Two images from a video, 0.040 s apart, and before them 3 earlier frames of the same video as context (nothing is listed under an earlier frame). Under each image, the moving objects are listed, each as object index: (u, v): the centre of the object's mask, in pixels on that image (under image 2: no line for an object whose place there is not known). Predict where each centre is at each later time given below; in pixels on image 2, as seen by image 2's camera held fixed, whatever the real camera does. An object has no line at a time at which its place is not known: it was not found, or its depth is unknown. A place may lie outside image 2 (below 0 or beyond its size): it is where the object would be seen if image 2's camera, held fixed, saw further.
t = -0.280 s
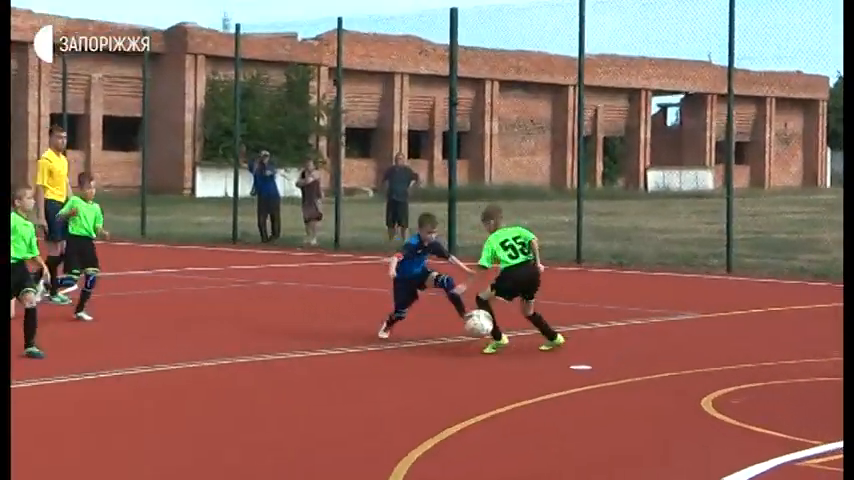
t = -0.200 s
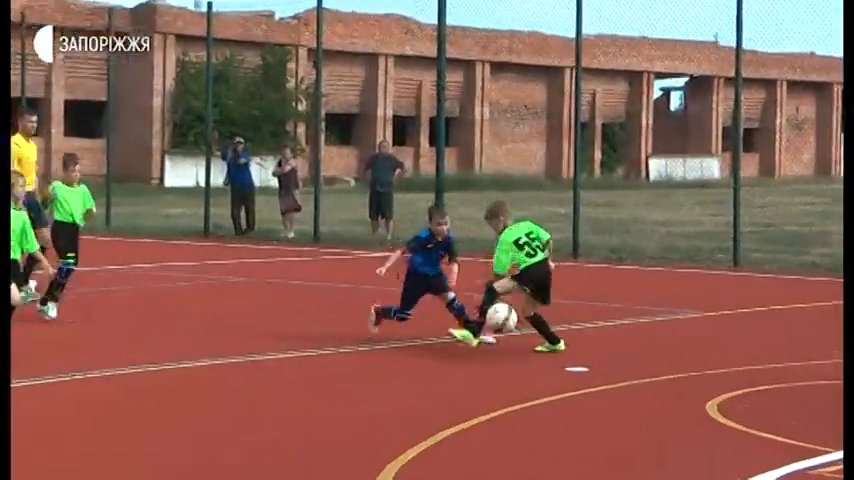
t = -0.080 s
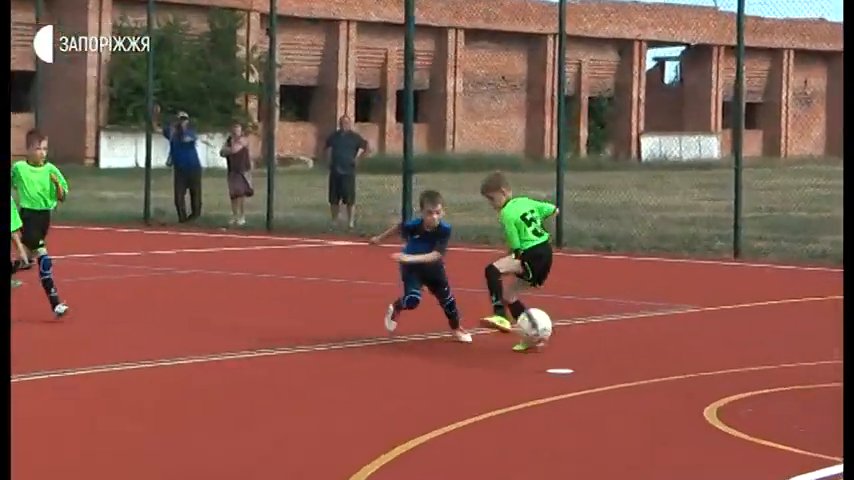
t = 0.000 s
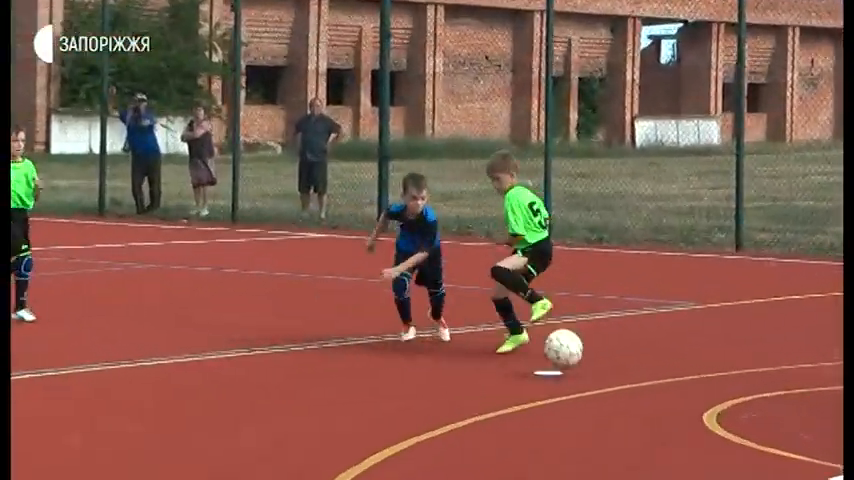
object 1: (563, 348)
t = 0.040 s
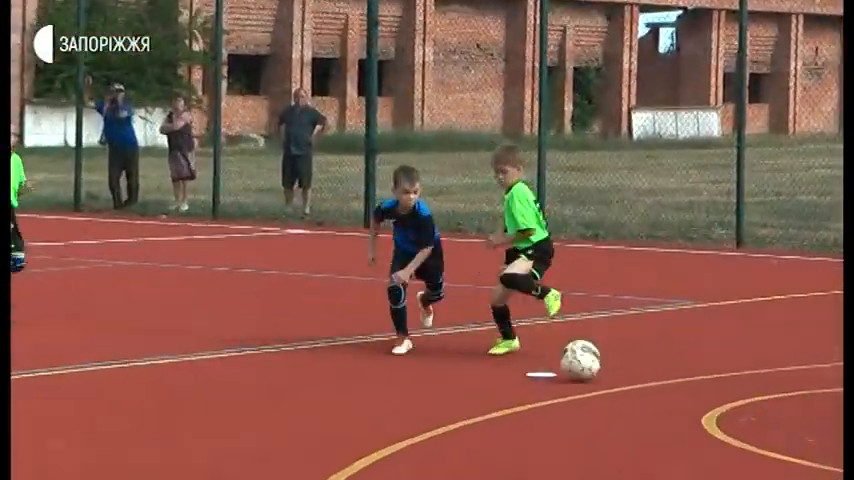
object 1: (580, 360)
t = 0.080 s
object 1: (600, 349)
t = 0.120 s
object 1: (623, 343)
